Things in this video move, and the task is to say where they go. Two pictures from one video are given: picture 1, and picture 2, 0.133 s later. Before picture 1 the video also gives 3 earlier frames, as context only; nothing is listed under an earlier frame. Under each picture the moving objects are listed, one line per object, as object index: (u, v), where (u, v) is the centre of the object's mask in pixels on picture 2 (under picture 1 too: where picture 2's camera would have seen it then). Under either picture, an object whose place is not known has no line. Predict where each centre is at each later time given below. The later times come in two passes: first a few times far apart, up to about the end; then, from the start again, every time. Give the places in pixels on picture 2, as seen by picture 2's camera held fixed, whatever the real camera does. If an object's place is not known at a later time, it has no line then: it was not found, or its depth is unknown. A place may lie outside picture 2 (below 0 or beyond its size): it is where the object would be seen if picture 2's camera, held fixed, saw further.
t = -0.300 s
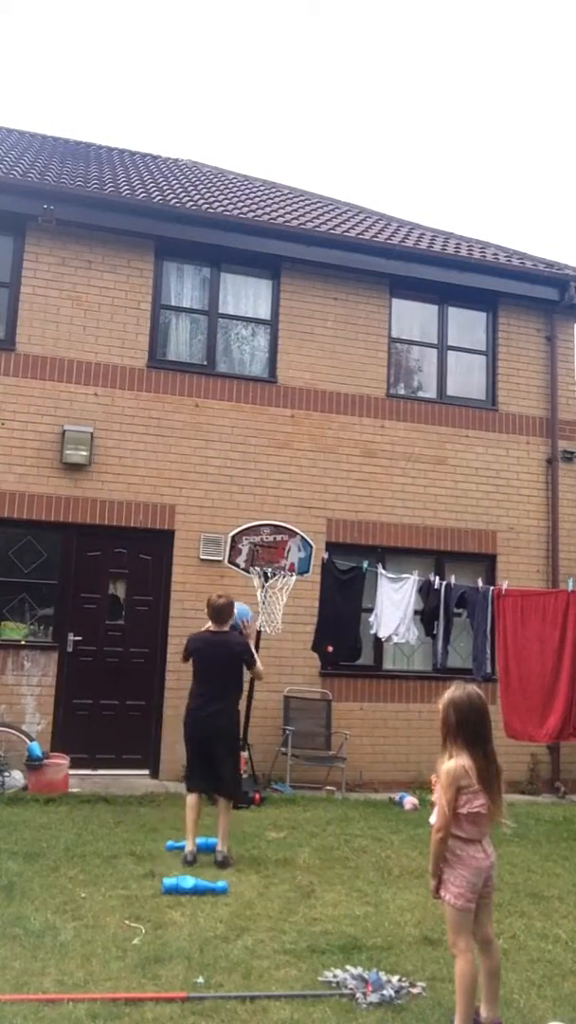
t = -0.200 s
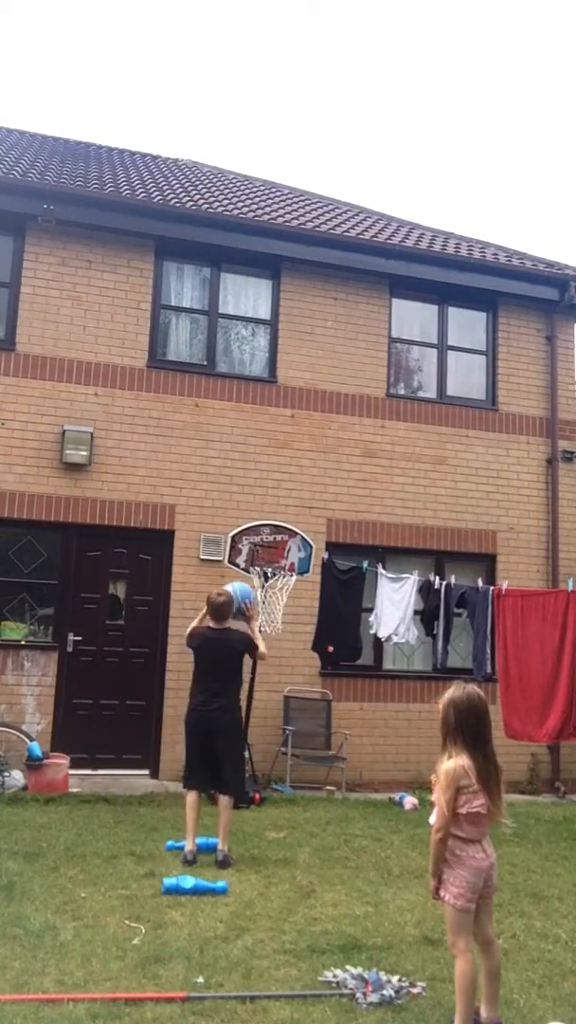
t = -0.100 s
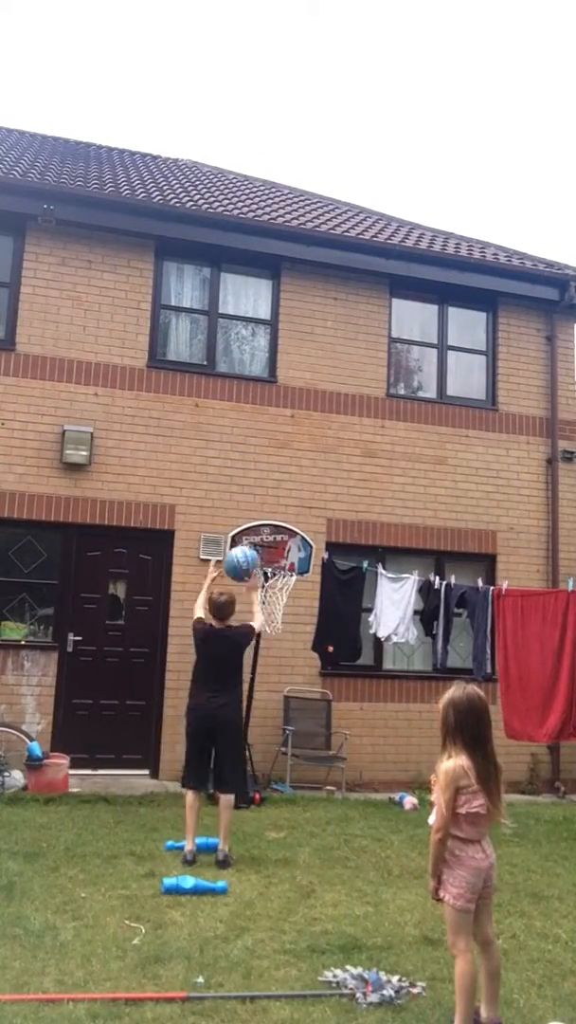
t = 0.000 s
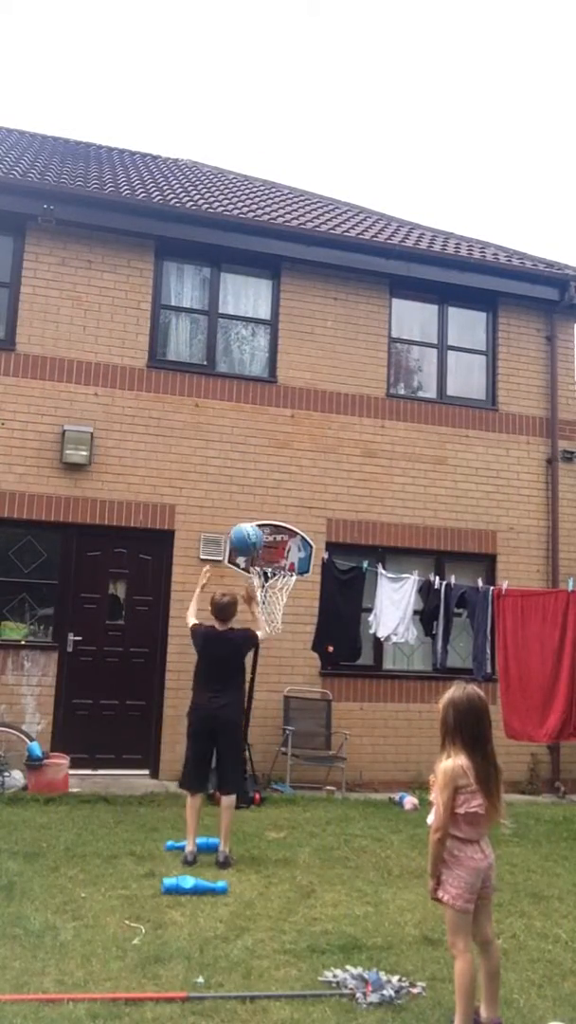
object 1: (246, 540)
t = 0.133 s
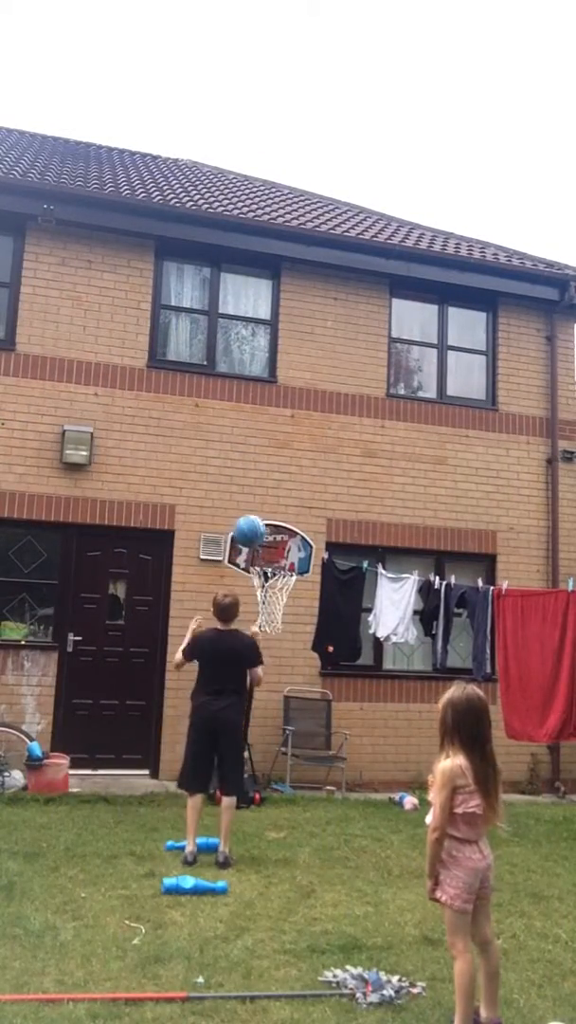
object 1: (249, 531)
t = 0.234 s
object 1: (250, 539)
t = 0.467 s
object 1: (255, 545)
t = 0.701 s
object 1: (265, 556)
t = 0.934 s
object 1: (286, 590)
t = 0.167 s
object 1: (250, 533)
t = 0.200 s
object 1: (250, 535)
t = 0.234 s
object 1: (250, 539)
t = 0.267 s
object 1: (251, 546)
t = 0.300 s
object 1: (251, 553)
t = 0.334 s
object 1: (252, 554)
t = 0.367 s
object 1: (253, 552)
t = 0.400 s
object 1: (253, 548)
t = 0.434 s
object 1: (254, 547)
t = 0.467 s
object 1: (255, 545)
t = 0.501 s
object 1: (255, 545)
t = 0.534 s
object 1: (257, 545)
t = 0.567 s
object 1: (257, 545)
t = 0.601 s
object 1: (259, 548)
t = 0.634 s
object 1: (261, 552)
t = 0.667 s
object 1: (262, 556)
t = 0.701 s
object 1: (265, 556)
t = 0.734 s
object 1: (268, 556)
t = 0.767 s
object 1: (271, 558)
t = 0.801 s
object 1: (274, 560)
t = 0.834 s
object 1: (277, 567)
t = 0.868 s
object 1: (280, 573)
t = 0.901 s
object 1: (283, 581)
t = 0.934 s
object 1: (286, 590)
